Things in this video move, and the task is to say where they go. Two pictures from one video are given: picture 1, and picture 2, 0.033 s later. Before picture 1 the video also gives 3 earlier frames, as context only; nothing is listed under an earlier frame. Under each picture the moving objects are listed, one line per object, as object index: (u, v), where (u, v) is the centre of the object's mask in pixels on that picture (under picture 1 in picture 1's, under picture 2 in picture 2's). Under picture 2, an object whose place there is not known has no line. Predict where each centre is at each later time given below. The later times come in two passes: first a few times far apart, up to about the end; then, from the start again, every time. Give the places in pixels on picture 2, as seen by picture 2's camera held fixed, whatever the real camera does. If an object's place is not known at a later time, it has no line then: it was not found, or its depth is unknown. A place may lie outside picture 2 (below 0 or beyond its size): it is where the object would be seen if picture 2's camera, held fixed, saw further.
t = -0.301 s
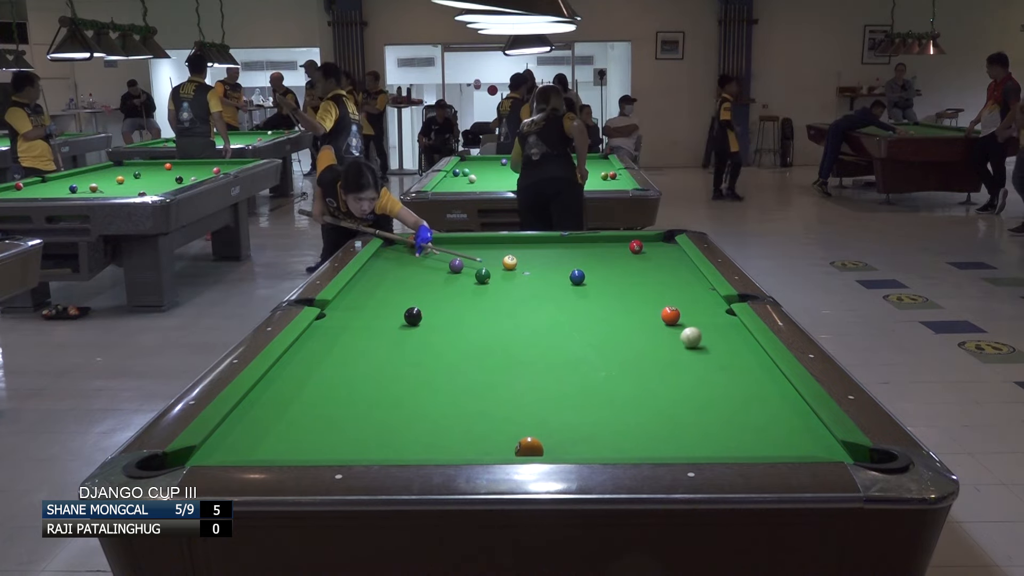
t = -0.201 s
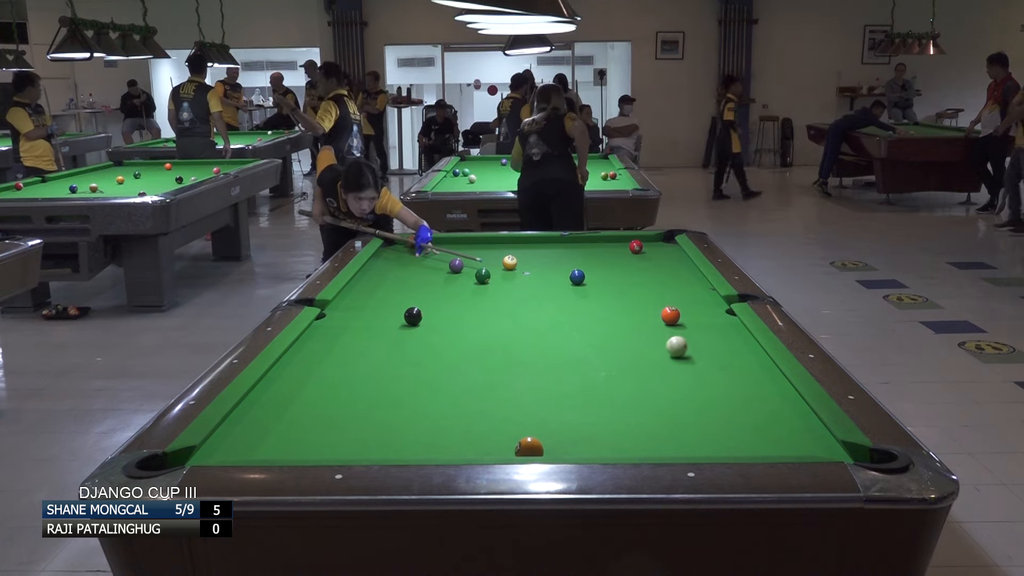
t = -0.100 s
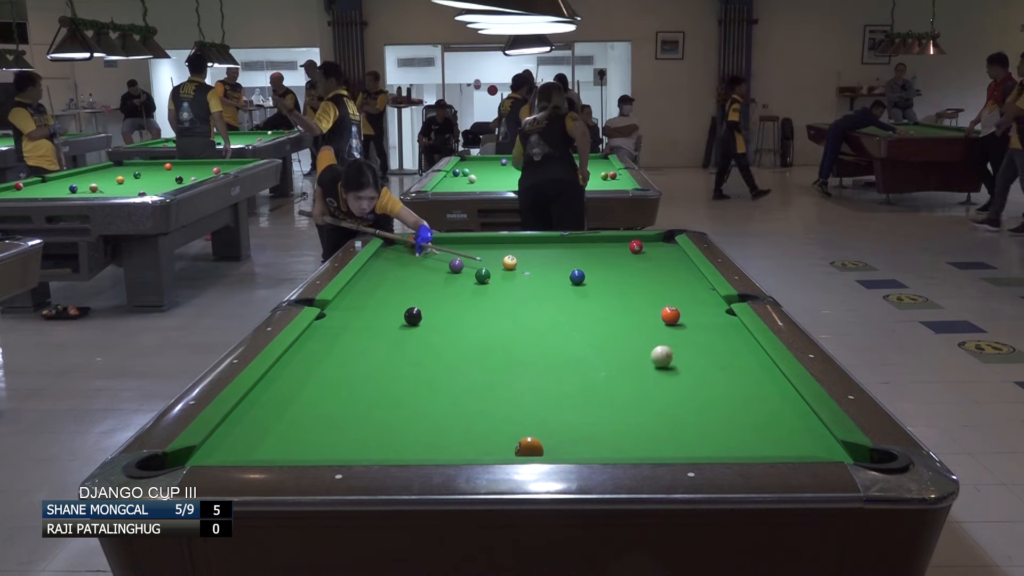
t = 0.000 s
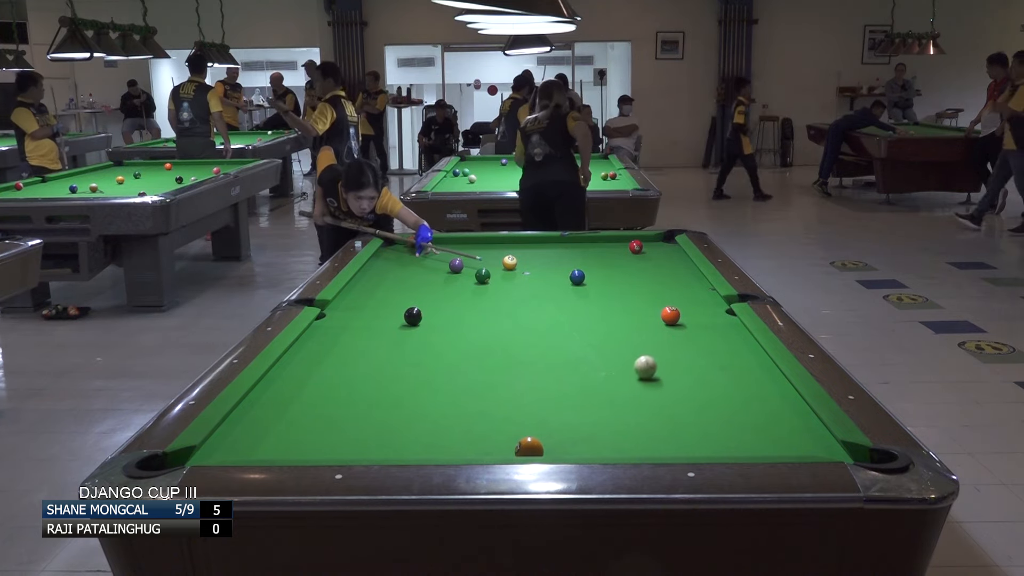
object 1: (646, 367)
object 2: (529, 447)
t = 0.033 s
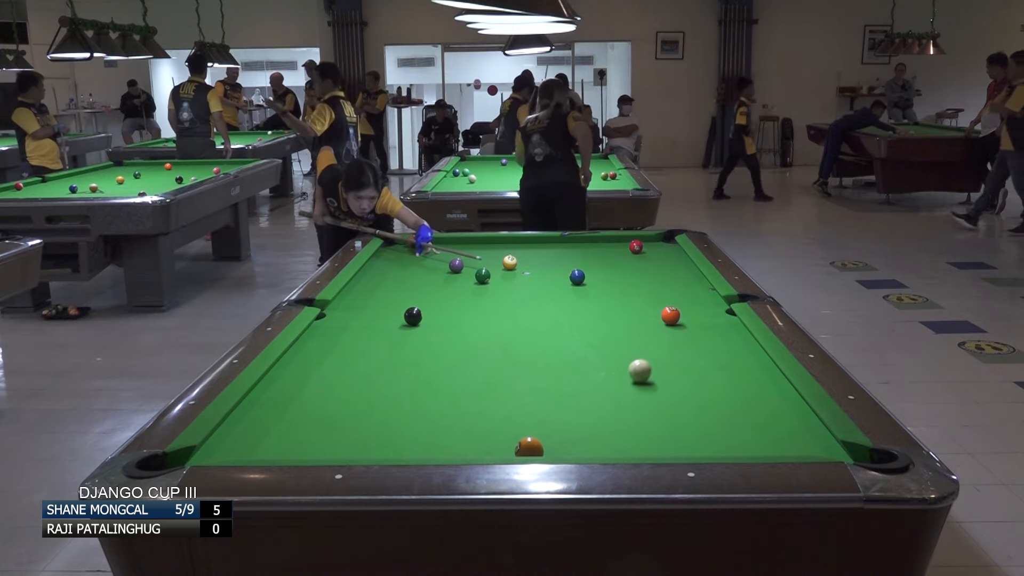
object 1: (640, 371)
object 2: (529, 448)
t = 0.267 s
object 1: (597, 400)
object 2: (529, 448)
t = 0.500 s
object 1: (547, 432)
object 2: (529, 448)
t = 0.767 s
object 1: (485, 444)
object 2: (531, 443)
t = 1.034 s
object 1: (425, 449)
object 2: (534, 424)
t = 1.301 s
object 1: (364, 450)
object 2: (537, 408)
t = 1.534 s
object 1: (313, 448)
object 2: (540, 395)
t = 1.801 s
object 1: (258, 446)
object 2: (542, 383)
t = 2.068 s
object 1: (219, 444)
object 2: (543, 372)
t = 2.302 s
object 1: (246, 438)
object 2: (544, 364)
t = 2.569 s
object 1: (272, 431)
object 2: (546, 356)
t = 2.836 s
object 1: (296, 425)
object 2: (547, 348)
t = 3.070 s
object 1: (314, 421)
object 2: (548, 343)
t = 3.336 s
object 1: (332, 416)
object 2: (549, 337)
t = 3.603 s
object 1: (347, 412)
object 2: (549, 332)
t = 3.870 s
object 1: (361, 408)
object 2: (550, 327)
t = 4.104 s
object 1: (370, 406)
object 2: (550, 324)
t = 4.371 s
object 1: (380, 404)
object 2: (550, 321)
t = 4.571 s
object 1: (386, 403)
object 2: (550, 318)
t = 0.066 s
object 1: (634, 375)
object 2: (529, 448)
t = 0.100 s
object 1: (628, 379)
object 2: (529, 448)
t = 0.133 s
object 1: (622, 383)
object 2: (529, 448)
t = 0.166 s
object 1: (616, 387)
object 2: (529, 447)
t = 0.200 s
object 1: (610, 391)
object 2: (529, 447)
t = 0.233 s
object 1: (603, 395)
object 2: (529, 448)
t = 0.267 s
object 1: (597, 400)
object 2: (529, 448)
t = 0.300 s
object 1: (590, 404)
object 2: (529, 448)
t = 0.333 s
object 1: (583, 409)
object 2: (529, 447)
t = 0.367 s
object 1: (576, 413)
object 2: (529, 448)
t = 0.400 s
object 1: (569, 418)
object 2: (529, 448)
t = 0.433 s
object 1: (561, 423)
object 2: (529, 448)
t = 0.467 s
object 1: (554, 427)
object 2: (529, 448)
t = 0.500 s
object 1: (547, 432)
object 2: (529, 448)
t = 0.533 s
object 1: (540, 434)
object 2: (529, 448)
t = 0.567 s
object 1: (531, 435)
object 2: (529, 448)
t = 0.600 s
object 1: (521, 437)
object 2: (528, 450)
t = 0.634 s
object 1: (513, 439)
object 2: (528, 448)
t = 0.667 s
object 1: (506, 442)
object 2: (529, 447)
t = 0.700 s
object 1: (500, 443)
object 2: (530, 446)
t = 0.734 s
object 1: (493, 443)
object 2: (531, 444)
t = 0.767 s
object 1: (485, 444)
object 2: (531, 443)
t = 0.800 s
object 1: (478, 445)
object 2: (531, 441)
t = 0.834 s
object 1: (470, 446)
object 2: (532, 439)
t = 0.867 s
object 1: (462, 446)
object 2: (532, 436)
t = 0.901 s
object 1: (455, 447)
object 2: (533, 433)
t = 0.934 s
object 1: (447, 447)
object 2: (533, 431)
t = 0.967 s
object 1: (440, 448)
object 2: (534, 429)
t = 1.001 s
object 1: (432, 449)
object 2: (534, 426)
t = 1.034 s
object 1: (425, 449)
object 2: (534, 424)
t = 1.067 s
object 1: (417, 450)
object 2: (535, 422)
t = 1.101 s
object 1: (410, 450)
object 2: (535, 420)
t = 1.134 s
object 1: (402, 450)
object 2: (536, 418)
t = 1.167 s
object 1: (395, 450)
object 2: (536, 416)
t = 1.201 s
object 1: (387, 450)
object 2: (536, 414)
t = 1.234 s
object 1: (379, 450)
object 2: (537, 412)
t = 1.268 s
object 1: (372, 450)
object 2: (537, 410)
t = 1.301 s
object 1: (364, 450)
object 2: (537, 408)
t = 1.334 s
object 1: (357, 450)
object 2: (538, 406)
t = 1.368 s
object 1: (349, 449)
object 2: (538, 404)
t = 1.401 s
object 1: (342, 449)
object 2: (538, 403)
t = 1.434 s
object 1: (335, 449)
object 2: (539, 401)
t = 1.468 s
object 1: (327, 449)
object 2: (539, 399)
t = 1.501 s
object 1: (320, 449)
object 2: (539, 398)
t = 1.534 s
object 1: (313, 448)
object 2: (540, 395)
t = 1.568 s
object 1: (306, 448)
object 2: (540, 394)
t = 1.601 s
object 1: (299, 448)
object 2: (540, 392)
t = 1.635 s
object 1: (292, 448)
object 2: (540, 390)
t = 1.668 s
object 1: (285, 447)
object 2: (541, 389)
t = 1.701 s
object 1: (278, 447)
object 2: (541, 387)
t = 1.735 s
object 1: (271, 447)
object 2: (541, 386)
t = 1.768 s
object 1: (265, 447)
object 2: (541, 384)
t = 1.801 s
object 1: (258, 446)
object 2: (542, 383)
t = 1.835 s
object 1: (252, 446)
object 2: (542, 382)
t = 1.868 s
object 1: (245, 446)
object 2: (542, 380)
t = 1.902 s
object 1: (238, 446)
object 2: (542, 379)
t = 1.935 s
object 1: (232, 446)
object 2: (543, 377)
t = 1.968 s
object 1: (225, 445)
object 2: (543, 376)
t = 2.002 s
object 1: (219, 445)
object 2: (543, 375)
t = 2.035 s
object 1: (214, 445)
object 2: (543, 373)
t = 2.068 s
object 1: (219, 444)
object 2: (543, 372)
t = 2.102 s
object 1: (223, 443)
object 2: (544, 371)
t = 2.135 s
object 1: (227, 443)
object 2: (544, 370)
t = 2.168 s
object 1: (231, 442)
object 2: (544, 368)
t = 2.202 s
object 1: (235, 440)
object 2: (544, 368)
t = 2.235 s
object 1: (239, 439)
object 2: (544, 366)
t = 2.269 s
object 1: (242, 438)
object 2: (544, 365)
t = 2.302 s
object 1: (246, 438)
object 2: (544, 364)
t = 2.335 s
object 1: (249, 437)
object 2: (545, 363)
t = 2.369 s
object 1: (253, 436)
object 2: (545, 362)
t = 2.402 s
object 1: (256, 435)
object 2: (545, 361)
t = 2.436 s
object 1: (260, 434)
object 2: (545, 360)
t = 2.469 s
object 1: (263, 433)
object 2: (545, 359)
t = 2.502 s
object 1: (266, 433)
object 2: (545, 358)
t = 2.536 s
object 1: (269, 432)
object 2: (545, 357)
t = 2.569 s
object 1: (272, 431)
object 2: (546, 356)
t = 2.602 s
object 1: (276, 430)
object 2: (546, 355)
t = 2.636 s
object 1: (279, 429)
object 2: (546, 354)
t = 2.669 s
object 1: (282, 429)
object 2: (546, 353)
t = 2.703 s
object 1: (285, 428)
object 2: (546, 352)
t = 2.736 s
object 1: (288, 427)
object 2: (546, 351)
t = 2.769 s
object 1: (291, 427)
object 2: (546, 350)
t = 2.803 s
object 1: (293, 426)
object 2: (547, 349)
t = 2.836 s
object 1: (296, 425)
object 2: (547, 348)
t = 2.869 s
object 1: (299, 424)
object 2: (547, 347)
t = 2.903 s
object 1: (301, 424)
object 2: (547, 346)
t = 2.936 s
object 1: (304, 423)
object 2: (547, 346)
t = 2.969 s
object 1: (307, 422)
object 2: (547, 345)
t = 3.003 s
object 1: (309, 422)
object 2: (547, 344)
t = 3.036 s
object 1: (312, 421)
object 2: (547, 343)
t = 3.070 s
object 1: (314, 421)
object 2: (548, 343)
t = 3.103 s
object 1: (316, 420)
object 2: (548, 342)
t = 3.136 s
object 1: (319, 419)
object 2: (548, 341)
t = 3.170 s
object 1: (321, 419)
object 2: (548, 340)
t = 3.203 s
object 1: (323, 418)
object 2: (548, 340)
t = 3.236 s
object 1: (325, 417)
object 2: (548, 339)
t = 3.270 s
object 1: (327, 417)
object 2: (548, 338)
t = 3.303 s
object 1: (330, 416)
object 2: (548, 338)
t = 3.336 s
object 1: (332, 416)
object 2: (549, 337)
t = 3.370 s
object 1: (334, 415)
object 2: (549, 336)
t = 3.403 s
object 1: (336, 415)
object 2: (549, 335)
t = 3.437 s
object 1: (338, 414)
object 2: (549, 335)
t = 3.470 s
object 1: (340, 414)
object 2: (549, 334)
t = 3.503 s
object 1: (342, 413)
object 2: (549, 333)
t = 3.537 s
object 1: (344, 413)
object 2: (549, 333)
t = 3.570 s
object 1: (345, 412)
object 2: (549, 332)
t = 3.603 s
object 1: (347, 412)
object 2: (549, 332)
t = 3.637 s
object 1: (349, 411)
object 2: (549, 331)
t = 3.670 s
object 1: (351, 411)
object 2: (549, 331)
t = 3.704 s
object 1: (352, 410)
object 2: (549, 330)
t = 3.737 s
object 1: (354, 410)
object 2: (549, 329)
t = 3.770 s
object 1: (356, 410)
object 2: (549, 329)
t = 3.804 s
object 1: (357, 409)
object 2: (549, 328)
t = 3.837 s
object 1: (359, 409)
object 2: (550, 328)
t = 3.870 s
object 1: (361, 408)
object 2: (550, 327)
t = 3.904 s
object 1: (362, 408)
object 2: (550, 327)
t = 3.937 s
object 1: (364, 408)
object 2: (550, 326)
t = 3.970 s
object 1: (365, 407)
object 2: (550, 326)
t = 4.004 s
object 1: (366, 407)
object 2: (550, 325)
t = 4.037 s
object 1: (368, 407)
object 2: (550, 325)
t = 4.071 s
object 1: (369, 407)
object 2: (550, 324)
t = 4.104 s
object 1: (370, 406)
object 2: (550, 324)
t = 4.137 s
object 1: (372, 406)
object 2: (550, 324)
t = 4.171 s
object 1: (373, 406)
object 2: (550, 323)
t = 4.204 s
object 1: (374, 405)
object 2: (550, 323)
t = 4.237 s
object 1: (375, 405)
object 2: (550, 322)
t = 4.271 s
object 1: (376, 405)
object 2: (550, 322)
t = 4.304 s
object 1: (378, 404)
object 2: (550, 321)
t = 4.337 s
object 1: (379, 404)
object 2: (550, 321)
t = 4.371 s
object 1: (380, 404)
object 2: (550, 321)
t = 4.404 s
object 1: (381, 404)
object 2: (550, 320)
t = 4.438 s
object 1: (382, 404)
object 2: (551, 320)
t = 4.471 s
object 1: (383, 403)
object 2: (550, 320)
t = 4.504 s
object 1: (384, 403)
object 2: (550, 319)
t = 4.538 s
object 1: (385, 403)
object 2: (550, 319)
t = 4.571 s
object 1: (386, 403)
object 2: (550, 318)
